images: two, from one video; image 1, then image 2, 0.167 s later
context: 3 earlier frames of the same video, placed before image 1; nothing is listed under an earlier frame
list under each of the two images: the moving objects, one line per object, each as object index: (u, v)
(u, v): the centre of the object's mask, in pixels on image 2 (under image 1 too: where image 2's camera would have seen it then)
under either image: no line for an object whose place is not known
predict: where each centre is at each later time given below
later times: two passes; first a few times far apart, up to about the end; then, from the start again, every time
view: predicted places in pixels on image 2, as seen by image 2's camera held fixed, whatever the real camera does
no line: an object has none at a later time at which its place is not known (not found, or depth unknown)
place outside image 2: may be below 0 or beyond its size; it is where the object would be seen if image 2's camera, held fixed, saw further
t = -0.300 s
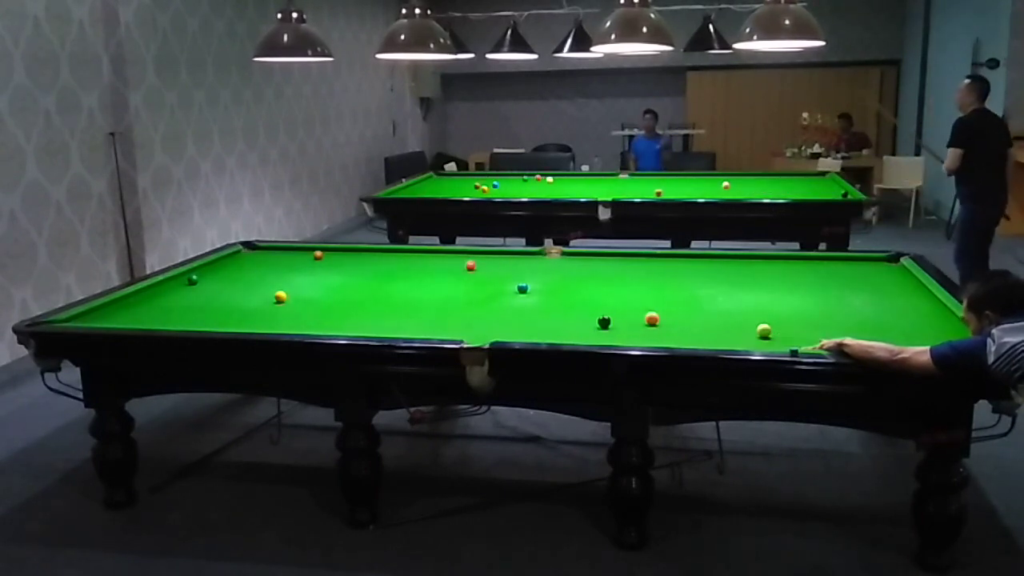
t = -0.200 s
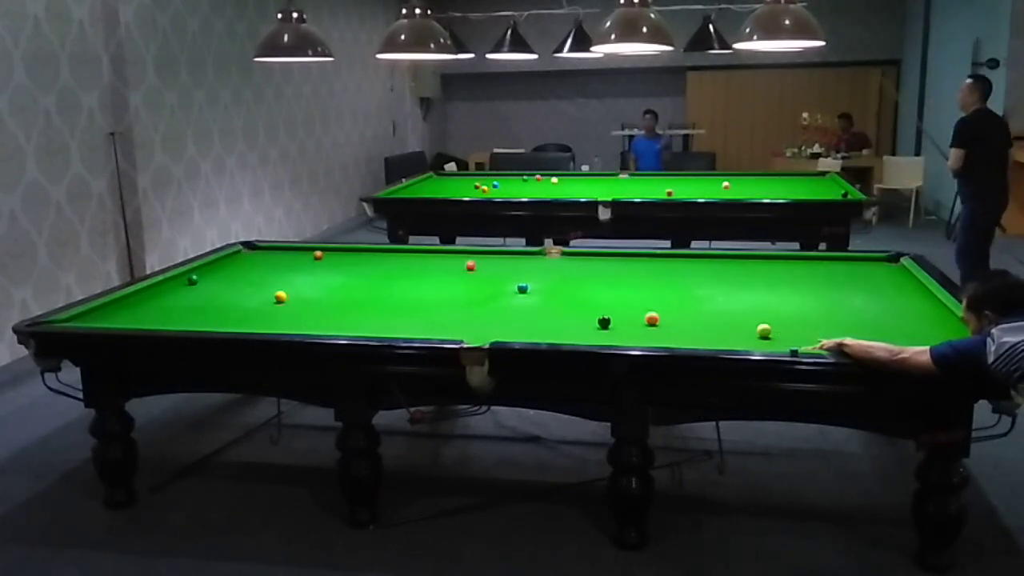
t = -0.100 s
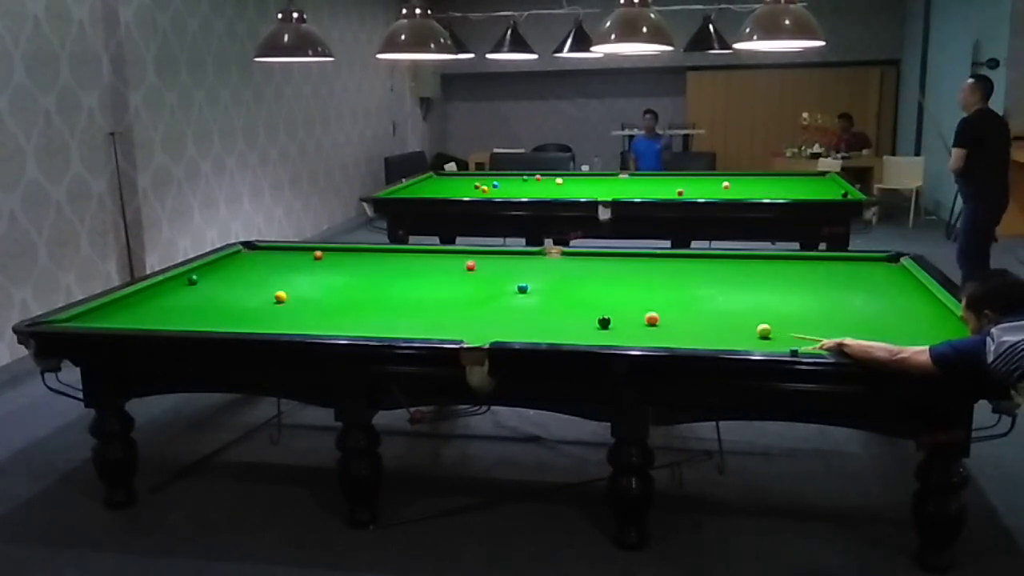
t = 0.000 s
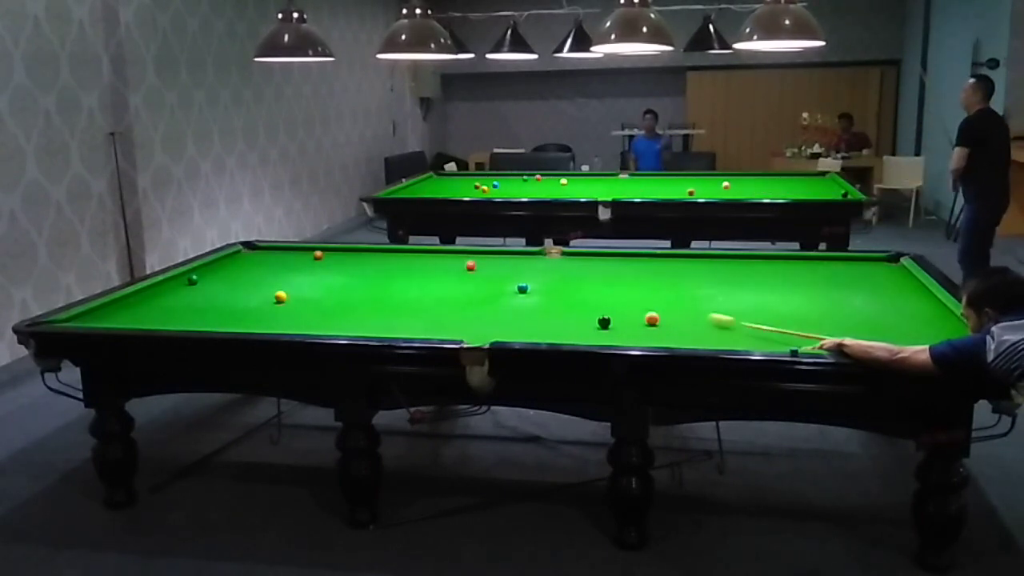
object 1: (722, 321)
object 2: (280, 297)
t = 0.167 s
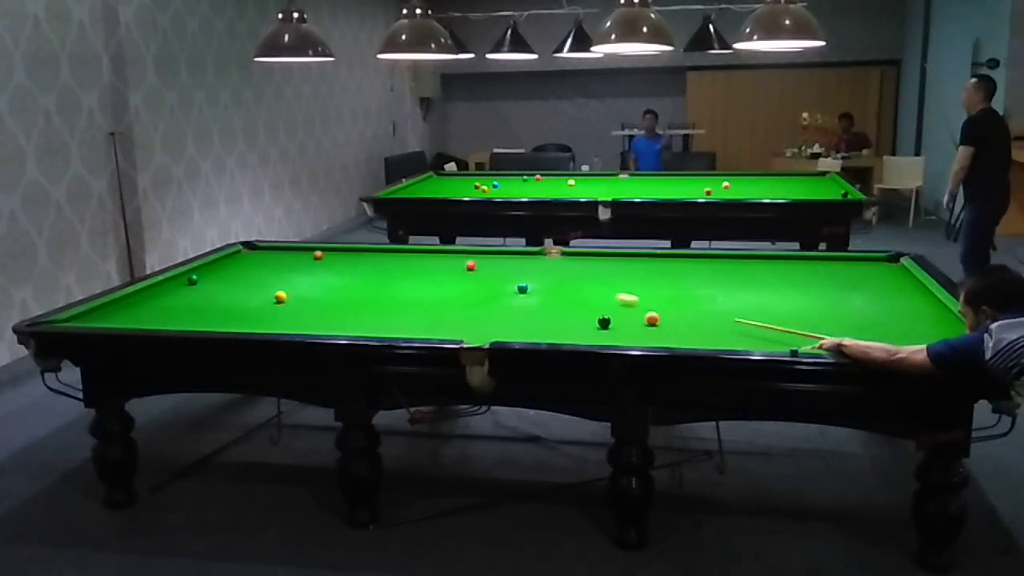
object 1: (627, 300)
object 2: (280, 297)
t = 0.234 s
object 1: (596, 293)
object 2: (280, 297)
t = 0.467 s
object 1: (500, 271)
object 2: (280, 297)
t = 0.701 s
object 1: (471, 265)
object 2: (280, 297)
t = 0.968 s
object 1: (449, 260)
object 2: (280, 297)
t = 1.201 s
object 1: (430, 256)
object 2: (280, 297)
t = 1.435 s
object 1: (414, 252)
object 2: (280, 297)
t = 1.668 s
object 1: (394, 250)
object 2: (280, 297)
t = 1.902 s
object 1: (367, 251)
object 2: (280, 297)
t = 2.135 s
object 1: (341, 253)
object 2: (280, 297)
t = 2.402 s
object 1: (321, 253)
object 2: (280, 297)
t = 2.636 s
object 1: (312, 252)
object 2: (280, 297)
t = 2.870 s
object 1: (304, 252)
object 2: (282, 297)
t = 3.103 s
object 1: (297, 252)
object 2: (295, 302)
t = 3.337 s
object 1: (291, 251)
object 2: (308, 305)
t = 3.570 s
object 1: (286, 251)
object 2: (321, 309)
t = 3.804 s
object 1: (281, 251)
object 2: (333, 313)
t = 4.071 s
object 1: (277, 250)
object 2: (346, 317)
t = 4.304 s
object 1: (274, 250)
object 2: (356, 320)
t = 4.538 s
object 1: (273, 250)
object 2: (367, 324)
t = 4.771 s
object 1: (272, 250)
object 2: (377, 326)
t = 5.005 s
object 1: (272, 250)
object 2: (386, 328)
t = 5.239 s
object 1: (272, 250)
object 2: (394, 329)
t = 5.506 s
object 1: (272, 250)
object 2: (403, 331)
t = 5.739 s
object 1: (272, 250)
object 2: (410, 332)
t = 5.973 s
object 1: (272, 250)
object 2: (415, 332)
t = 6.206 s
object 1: (272, 250)
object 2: (419, 332)
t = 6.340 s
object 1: (272, 250)
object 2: (420, 332)
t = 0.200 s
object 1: (611, 296)
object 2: (280, 297)
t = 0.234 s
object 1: (596, 293)
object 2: (280, 297)
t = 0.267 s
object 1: (581, 289)
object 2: (280, 297)
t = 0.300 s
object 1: (566, 286)
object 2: (280, 297)
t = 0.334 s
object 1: (552, 283)
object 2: (280, 297)
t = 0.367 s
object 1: (539, 280)
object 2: (280, 297)
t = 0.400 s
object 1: (525, 277)
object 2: (280, 297)
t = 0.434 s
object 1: (513, 274)
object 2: (280, 297)
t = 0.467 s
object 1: (500, 271)
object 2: (280, 297)
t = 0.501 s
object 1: (488, 269)
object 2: (280, 297)
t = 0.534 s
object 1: (478, 267)
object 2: (280, 297)
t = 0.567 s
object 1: (476, 267)
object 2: (280, 297)
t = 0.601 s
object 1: (475, 267)
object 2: (280, 297)
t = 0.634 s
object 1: (474, 266)
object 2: (280, 297)
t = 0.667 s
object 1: (473, 266)
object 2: (280, 297)
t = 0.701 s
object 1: (471, 265)
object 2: (280, 297)
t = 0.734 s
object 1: (469, 265)
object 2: (280, 297)
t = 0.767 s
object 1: (466, 264)
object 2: (280, 297)
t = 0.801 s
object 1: (463, 263)
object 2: (280, 297)
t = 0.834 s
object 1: (460, 263)
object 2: (280, 297)
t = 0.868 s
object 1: (457, 262)
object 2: (280, 297)
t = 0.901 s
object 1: (455, 261)
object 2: (280, 297)
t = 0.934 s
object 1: (452, 261)
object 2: (280, 297)
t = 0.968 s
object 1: (449, 260)
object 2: (280, 297)
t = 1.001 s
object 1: (446, 260)
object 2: (280, 297)
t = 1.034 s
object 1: (444, 259)
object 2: (280, 297)
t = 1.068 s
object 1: (441, 258)
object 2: (280, 297)
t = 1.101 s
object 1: (438, 258)
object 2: (280, 297)
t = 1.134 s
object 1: (436, 257)
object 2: (280, 297)
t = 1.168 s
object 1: (433, 256)
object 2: (280, 297)
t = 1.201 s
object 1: (430, 256)
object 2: (280, 297)
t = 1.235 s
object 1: (428, 255)
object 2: (280, 297)
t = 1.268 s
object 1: (425, 255)
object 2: (280, 297)
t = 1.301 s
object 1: (423, 254)
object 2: (280, 297)
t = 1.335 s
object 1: (421, 254)
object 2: (280, 297)
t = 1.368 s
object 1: (418, 253)
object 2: (280, 297)
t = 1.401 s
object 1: (416, 252)
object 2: (280, 297)
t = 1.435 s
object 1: (414, 252)
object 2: (280, 297)
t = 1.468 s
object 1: (411, 251)
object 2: (280, 297)
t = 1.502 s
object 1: (409, 251)
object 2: (280, 297)
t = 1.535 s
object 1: (407, 250)
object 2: (280, 297)
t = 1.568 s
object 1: (404, 250)
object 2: (280, 297)
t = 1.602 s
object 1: (402, 250)
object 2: (280, 297)
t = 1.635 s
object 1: (397, 250)
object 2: (280, 297)
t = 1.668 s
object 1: (394, 250)
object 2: (280, 297)
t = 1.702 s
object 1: (390, 250)
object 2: (280, 297)
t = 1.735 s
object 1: (386, 250)
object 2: (280, 297)
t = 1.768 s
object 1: (382, 250)
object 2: (280, 297)
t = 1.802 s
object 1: (378, 251)
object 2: (280, 297)
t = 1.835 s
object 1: (374, 251)
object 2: (280, 297)
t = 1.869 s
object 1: (370, 251)
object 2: (280, 297)
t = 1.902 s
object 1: (367, 251)
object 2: (280, 297)
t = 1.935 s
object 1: (363, 252)
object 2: (280, 297)
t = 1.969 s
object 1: (359, 252)
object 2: (280, 297)
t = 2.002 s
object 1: (356, 252)
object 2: (280, 297)
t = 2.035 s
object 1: (352, 252)
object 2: (280, 297)
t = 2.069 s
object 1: (348, 252)
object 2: (280, 297)
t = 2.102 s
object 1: (344, 252)
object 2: (280, 297)
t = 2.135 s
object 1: (341, 253)
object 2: (280, 297)
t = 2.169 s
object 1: (337, 253)
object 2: (280, 297)
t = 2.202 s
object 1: (333, 253)
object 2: (280, 297)
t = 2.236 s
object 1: (329, 253)
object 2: (280, 297)
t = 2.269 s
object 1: (326, 253)
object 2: (280, 297)
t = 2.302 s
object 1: (325, 253)
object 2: (280, 297)
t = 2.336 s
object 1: (324, 253)
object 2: (280, 297)
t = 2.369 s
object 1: (322, 253)
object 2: (280, 297)
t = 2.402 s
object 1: (321, 253)
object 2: (280, 297)
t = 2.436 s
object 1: (320, 253)
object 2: (280, 297)
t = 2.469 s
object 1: (319, 253)
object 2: (280, 297)
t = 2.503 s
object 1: (317, 253)
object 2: (280, 297)
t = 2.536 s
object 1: (316, 253)
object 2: (280, 297)
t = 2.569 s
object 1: (315, 252)
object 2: (280, 297)
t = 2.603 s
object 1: (313, 253)
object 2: (280, 297)
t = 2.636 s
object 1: (312, 252)
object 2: (280, 297)
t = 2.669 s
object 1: (311, 252)
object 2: (280, 297)
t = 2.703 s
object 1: (310, 252)
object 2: (280, 297)
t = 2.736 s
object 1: (309, 252)
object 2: (280, 297)
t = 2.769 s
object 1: (308, 252)
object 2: (280, 297)
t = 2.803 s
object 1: (306, 252)
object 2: (280, 297)
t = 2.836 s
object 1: (305, 252)
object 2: (280, 297)
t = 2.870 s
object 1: (304, 252)
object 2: (282, 297)
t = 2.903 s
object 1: (303, 252)
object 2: (284, 298)
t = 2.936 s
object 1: (302, 252)
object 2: (286, 299)
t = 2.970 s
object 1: (301, 252)
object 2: (288, 299)
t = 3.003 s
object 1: (300, 252)
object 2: (290, 300)
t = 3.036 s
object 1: (299, 252)
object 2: (292, 300)
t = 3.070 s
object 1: (298, 252)
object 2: (294, 301)
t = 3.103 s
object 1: (297, 252)
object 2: (295, 302)
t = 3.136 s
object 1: (296, 252)
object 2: (297, 302)
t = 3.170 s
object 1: (295, 252)
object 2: (299, 303)
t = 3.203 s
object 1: (294, 251)
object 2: (301, 303)
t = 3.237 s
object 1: (294, 251)
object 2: (303, 304)
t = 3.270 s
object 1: (293, 251)
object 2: (304, 304)
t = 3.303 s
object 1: (292, 251)
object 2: (306, 305)
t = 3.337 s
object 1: (291, 251)
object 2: (308, 305)
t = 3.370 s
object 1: (290, 251)
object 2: (310, 306)
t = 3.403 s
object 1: (289, 251)
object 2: (312, 307)
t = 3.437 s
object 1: (289, 251)
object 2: (313, 307)
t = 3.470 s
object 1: (288, 251)
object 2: (315, 308)
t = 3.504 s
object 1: (287, 251)
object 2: (317, 308)
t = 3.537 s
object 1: (286, 251)
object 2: (319, 308)
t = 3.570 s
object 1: (286, 251)
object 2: (321, 309)
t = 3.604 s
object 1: (285, 251)
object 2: (322, 310)
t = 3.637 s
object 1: (284, 251)
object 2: (324, 310)
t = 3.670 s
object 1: (283, 251)
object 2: (326, 311)
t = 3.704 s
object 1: (283, 251)
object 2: (328, 311)
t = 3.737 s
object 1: (282, 251)
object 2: (329, 312)
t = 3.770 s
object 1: (282, 251)
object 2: (331, 312)
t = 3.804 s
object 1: (281, 251)
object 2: (333, 313)
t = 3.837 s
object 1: (280, 251)
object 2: (334, 313)
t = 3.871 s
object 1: (280, 251)
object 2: (336, 313)
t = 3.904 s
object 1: (279, 251)
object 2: (338, 314)
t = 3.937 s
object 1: (279, 250)
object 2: (339, 315)
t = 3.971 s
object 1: (278, 250)
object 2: (341, 315)
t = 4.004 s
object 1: (278, 251)
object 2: (342, 316)
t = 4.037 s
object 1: (278, 250)
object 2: (344, 316)
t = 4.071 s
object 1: (277, 250)
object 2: (346, 317)
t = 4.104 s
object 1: (277, 250)
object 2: (347, 317)
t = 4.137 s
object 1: (276, 250)
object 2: (349, 318)
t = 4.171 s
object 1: (276, 250)
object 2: (350, 318)
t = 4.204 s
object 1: (275, 250)
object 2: (352, 319)
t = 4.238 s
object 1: (275, 250)
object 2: (354, 319)
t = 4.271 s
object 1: (275, 250)
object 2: (355, 320)
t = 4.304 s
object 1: (274, 250)
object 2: (356, 320)
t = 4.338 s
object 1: (274, 250)
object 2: (358, 321)
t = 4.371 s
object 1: (274, 250)
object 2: (359, 321)
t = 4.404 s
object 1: (274, 250)
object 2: (361, 322)
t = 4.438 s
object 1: (273, 250)
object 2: (363, 322)
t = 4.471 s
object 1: (273, 250)
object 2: (364, 323)
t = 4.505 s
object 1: (273, 250)
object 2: (366, 323)
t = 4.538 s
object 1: (273, 250)
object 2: (367, 324)
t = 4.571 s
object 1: (273, 250)
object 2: (368, 324)
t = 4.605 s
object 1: (272, 250)
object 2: (370, 324)
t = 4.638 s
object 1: (272, 250)
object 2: (371, 325)
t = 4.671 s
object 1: (272, 250)
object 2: (373, 325)
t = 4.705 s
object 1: (272, 250)
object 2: (374, 325)
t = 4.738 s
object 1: (272, 250)
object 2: (375, 326)
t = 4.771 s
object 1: (272, 250)
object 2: (377, 326)
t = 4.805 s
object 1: (272, 250)
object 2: (378, 326)
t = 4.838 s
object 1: (272, 250)
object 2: (380, 326)
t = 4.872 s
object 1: (272, 250)
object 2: (381, 327)
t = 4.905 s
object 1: (272, 250)
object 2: (382, 327)
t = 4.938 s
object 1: (272, 250)
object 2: (383, 327)
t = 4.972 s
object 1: (272, 250)
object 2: (385, 327)
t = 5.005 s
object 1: (272, 250)
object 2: (386, 328)
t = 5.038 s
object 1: (272, 250)
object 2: (387, 328)
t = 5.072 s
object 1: (272, 250)
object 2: (388, 328)
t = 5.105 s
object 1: (272, 250)
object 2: (389, 328)
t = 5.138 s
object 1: (272, 250)
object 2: (391, 329)
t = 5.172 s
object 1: (272, 250)
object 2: (392, 329)
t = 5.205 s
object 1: (272, 250)
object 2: (393, 329)
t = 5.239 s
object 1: (272, 250)
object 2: (394, 329)
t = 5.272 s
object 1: (272, 250)
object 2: (396, 329)
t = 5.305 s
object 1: (272, 250)
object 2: (397, 329)
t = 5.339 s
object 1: (272, 250)
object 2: (397, 330)
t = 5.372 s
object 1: (272, 250)
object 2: (399, 330)
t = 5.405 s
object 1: (272, 250)
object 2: (400, 330)
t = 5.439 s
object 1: (272, 250)
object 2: (401, 330)
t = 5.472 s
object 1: (272, 250)
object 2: (402, 330)
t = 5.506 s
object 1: (272, 250)
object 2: (403, 331)
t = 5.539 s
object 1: (272, 250)
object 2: (404, 331)
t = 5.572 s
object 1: (272, 250)
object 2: (405, 331)
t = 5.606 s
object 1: (272, 250)
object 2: (406, 331)
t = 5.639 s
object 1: (272, 250)
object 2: (407, 331)
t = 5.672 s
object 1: (272, 250)
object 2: (408, 331)
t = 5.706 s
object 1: (272, 250)
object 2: (409, 331)
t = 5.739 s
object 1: (272, 250)
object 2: (410, 332)
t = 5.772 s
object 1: (272, 250)
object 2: (411, 332)
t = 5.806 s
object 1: (272, 250)
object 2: (411, 332)
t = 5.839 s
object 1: (272, 250)
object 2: (412, 332)
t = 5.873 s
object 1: (272, 250)
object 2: (413, 332)
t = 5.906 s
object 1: (272, 250)
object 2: (414, 332)
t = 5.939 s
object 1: (272, 250)
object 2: (415, 332)
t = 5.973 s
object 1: (272, 250)
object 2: (415, 332)
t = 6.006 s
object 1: (272, 250)
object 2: (416, 332)
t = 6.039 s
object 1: (272, 250)
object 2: (417, 332)
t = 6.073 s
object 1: (272, 250)
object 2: (417, 332)
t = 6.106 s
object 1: (272, 250)
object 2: (418, 332)
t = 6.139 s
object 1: (272, 250)
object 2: (418, 332)
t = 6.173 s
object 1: (272, 250)
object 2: (419, 332)
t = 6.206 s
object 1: (272, 250)
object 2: (419, 332)
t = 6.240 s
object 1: (272, 250)
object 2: (419, 332)
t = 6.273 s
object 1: (272, 250)
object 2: (420, 332)
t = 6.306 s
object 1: (272, 250)
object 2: (420, 332)
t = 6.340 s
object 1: (272, 250)
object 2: (420, 332)
